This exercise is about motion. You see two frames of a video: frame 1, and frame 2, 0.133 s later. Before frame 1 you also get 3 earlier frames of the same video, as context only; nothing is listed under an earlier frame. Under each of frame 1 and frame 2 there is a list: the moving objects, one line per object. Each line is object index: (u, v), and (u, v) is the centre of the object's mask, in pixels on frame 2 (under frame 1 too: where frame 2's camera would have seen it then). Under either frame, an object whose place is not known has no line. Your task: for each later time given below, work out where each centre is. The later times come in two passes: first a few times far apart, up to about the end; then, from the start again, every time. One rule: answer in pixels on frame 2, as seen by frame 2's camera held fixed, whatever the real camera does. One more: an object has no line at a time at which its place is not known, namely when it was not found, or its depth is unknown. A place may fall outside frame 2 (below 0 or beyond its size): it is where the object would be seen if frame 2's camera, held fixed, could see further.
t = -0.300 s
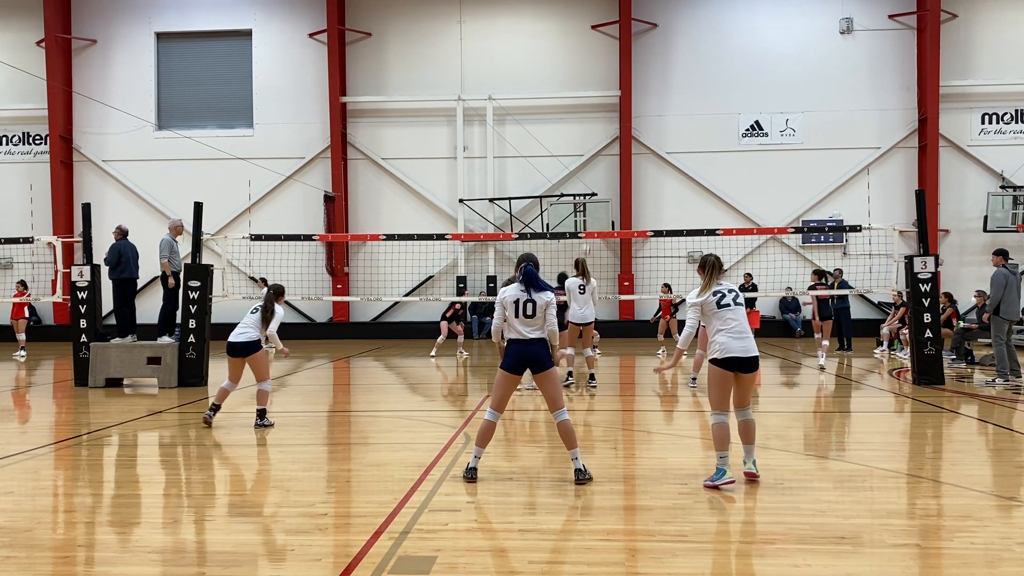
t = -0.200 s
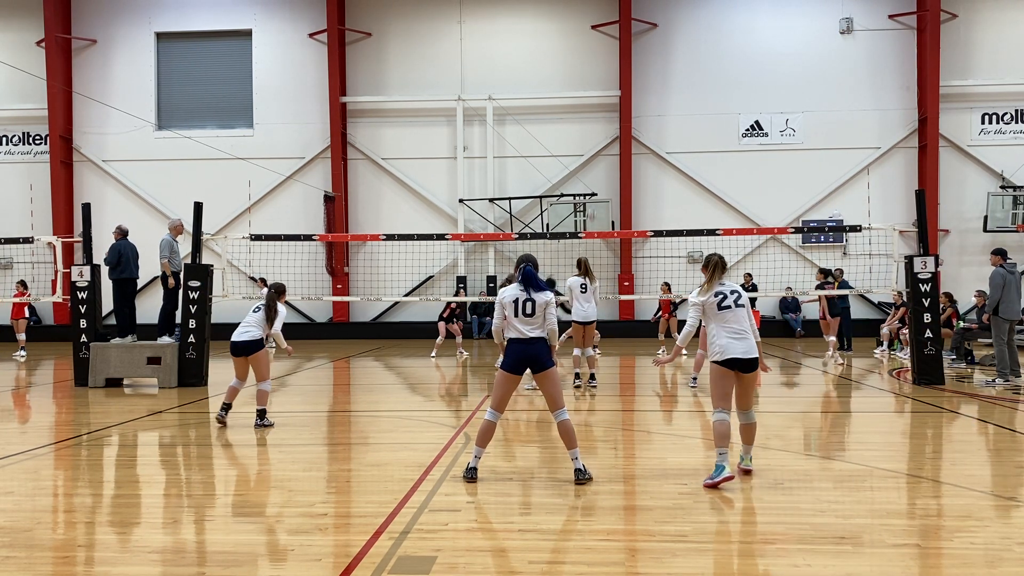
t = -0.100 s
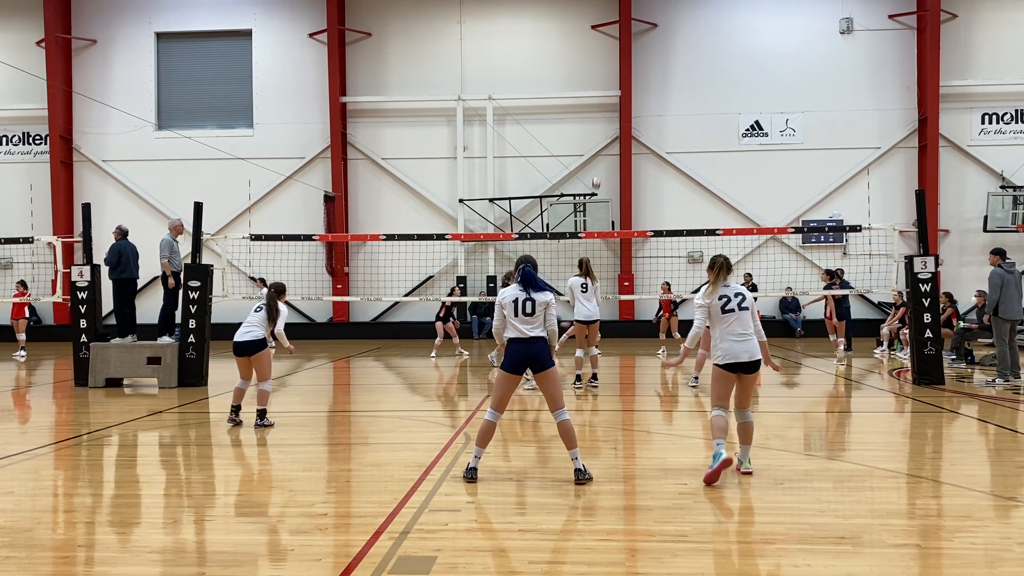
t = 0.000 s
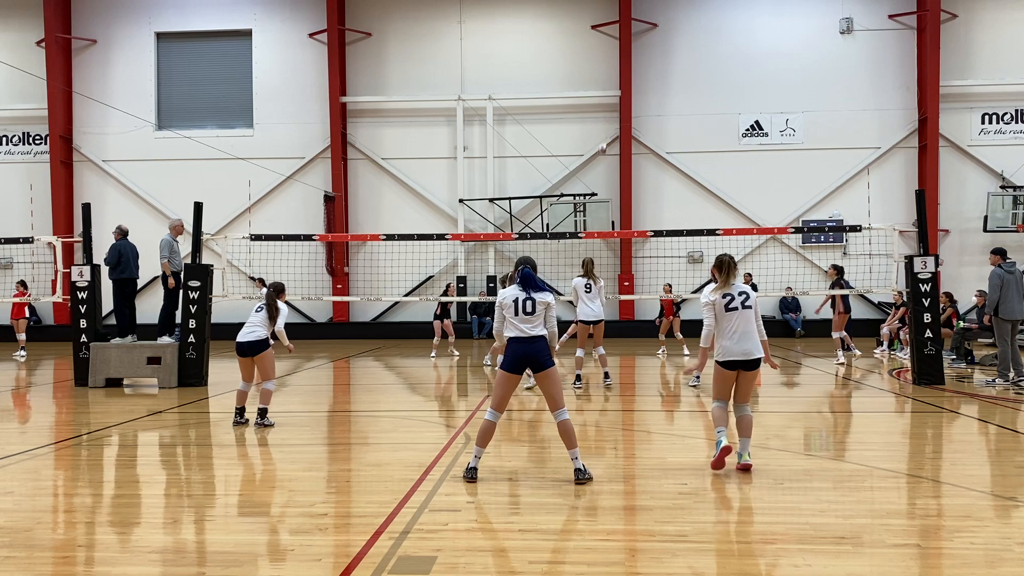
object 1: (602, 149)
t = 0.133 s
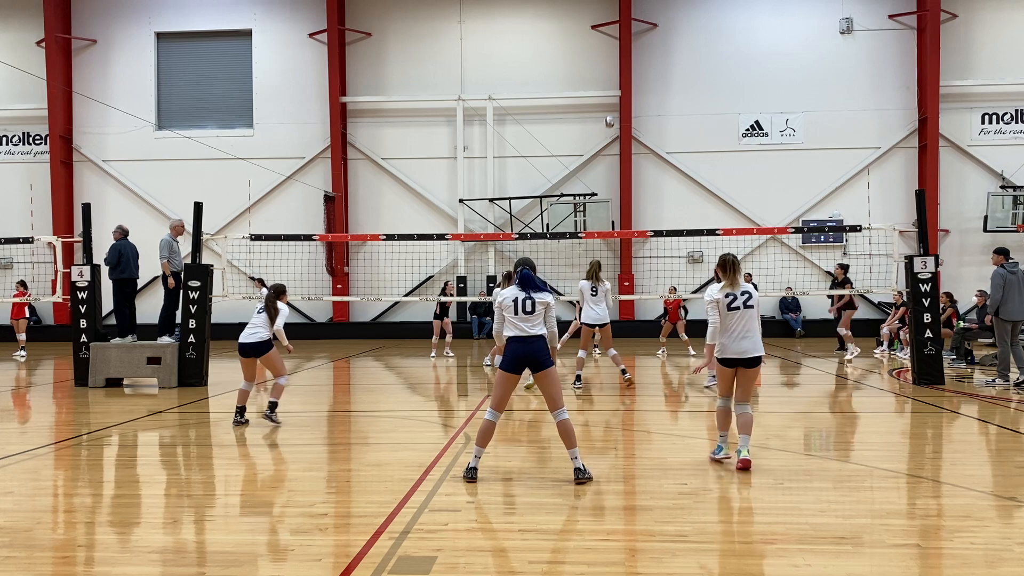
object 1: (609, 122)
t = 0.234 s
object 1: (615, 107)
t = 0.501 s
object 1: (630, 92)
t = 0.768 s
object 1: (647, 114)
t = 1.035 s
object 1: (664, 177)
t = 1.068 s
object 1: (666, 188)
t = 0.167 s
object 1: (611, 116)
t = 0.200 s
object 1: (613, 112)
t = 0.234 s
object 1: (615, 107)
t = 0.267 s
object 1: (617, 103)
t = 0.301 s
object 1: (619, 100)
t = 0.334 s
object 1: (620, 97)
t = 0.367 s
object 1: (622, 95)
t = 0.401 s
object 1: (625, 93)
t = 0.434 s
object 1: (626, 92)
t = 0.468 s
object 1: (628, 92)
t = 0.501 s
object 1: (630, 92)
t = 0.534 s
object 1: (632, 93)
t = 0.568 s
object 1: (634, 94)
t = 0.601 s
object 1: (636, 96)
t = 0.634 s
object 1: (638, 98)
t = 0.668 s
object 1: (640, 101)
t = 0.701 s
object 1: (643, 105)
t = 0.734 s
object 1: (645, 109)
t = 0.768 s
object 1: (647, 114)
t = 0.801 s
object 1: (649, 120)
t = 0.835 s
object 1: (651, 126)
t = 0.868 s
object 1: (653, 132)
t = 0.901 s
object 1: (655, 140)
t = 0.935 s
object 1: (657, 148)
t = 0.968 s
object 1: (660, 158)
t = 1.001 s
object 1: (662, 166)
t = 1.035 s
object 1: (664, 177)
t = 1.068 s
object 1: (666, 188)
